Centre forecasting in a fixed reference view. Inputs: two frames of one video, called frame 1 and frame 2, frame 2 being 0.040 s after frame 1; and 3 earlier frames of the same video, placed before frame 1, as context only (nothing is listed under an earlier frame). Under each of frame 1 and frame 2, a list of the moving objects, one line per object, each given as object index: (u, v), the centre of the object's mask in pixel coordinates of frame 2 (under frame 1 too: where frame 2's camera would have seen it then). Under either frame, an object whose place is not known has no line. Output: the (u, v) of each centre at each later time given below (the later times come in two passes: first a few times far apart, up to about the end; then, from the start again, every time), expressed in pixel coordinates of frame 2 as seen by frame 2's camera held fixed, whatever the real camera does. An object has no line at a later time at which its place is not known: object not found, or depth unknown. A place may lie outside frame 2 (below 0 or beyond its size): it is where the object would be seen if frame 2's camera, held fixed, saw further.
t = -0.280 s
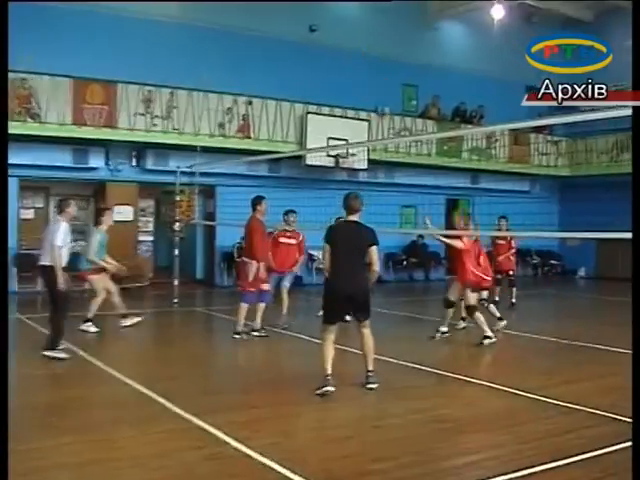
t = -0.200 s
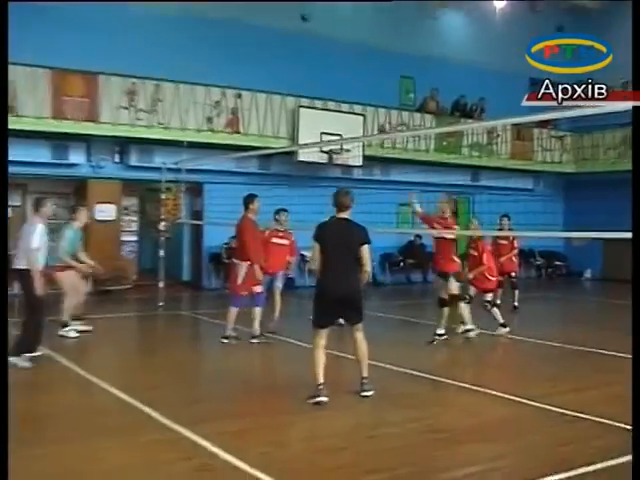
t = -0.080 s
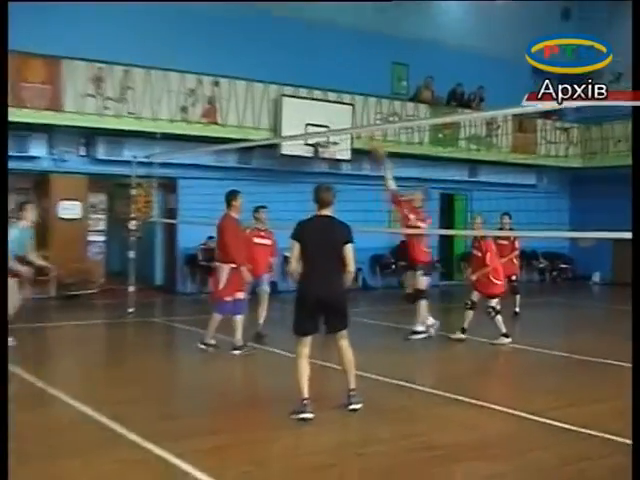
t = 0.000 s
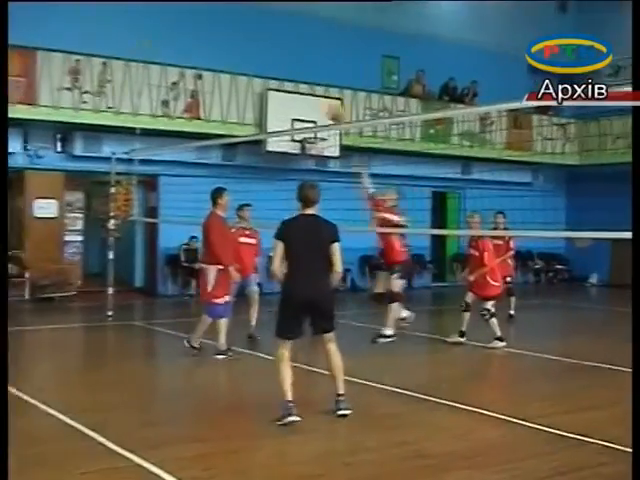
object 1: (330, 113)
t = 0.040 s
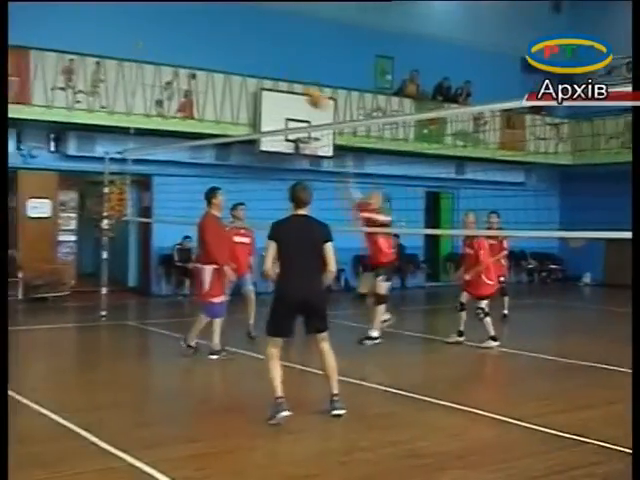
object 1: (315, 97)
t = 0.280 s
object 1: (218, 37)
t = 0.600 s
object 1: (81, 42)
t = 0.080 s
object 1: (299, 85)
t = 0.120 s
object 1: (283, 72)
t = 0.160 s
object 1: (268, 61)
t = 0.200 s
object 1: (252, 51)
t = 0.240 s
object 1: (236, 43)
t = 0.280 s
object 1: (218, 37)
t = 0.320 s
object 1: (203, 32)
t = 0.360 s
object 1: (185, 28)
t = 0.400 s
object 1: (168, 26)
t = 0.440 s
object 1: (152, 26)
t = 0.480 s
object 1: (134, 27)
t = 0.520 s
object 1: (117, 30)
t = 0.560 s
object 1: (98, 35)
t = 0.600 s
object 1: (81, 42)
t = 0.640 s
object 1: (62, 48)
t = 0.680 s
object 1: (45, 59)
